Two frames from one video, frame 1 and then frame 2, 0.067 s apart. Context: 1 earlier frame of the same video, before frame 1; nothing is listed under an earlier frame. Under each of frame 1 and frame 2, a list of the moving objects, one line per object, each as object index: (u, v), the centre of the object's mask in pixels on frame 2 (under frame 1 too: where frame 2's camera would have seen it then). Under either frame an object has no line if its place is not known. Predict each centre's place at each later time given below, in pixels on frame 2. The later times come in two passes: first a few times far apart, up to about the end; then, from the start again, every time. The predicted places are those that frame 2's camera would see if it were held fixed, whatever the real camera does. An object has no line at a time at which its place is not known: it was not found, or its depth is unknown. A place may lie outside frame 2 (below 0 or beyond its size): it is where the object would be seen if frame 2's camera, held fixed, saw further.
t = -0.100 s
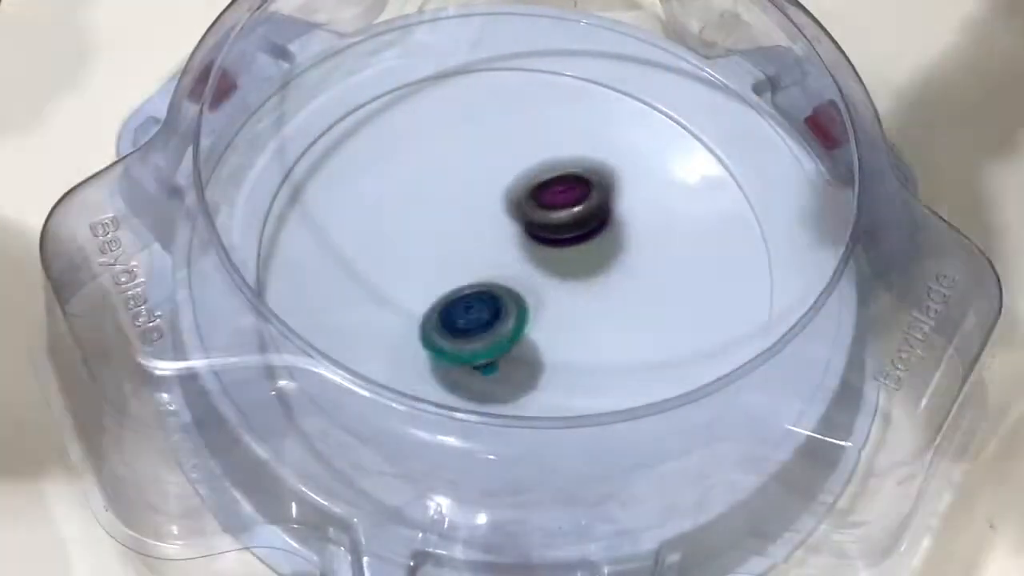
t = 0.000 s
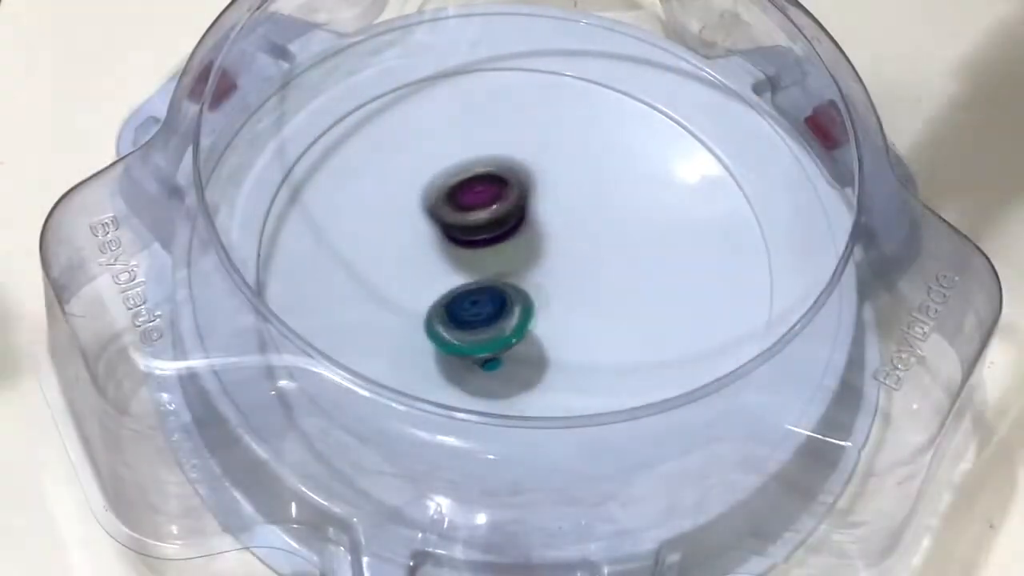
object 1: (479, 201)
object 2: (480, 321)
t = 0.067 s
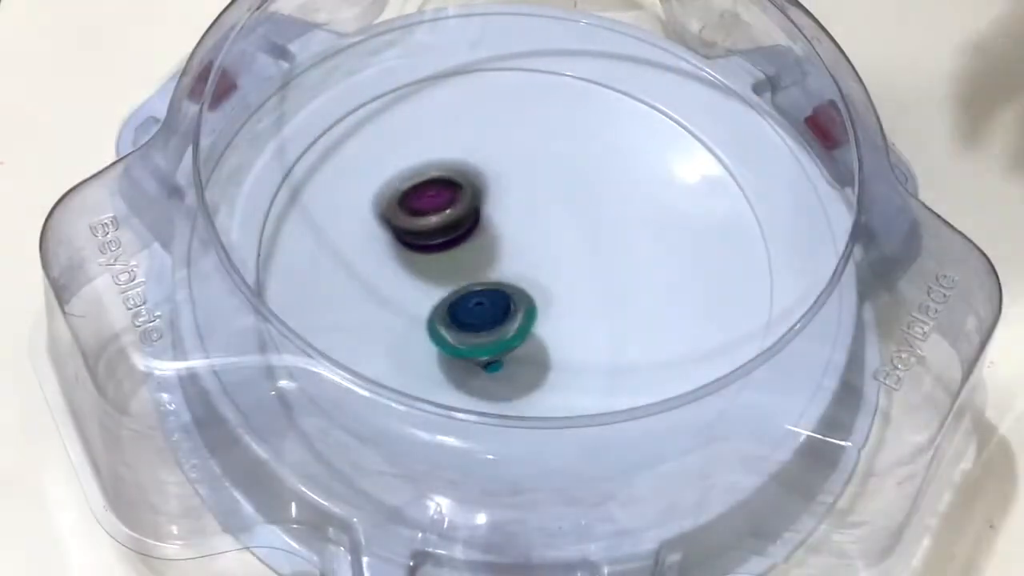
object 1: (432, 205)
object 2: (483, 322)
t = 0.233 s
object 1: (387, 229)
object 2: (490, 319)
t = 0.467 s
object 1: (453, 232)
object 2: (515, 330)
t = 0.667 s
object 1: (573, 189)
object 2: (517, 330)
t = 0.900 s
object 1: (662, 185)
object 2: (523, 331)
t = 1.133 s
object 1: (595, 241)
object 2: (529, 332)
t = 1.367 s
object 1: (562, 101)
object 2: (461, 344)
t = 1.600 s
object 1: (542, 69)
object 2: (469, 348)
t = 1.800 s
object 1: (517, 170)
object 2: (475, 354)
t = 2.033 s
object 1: (444, 290)
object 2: (489, 369)
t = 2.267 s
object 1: (361, 259)
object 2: (502, 360)
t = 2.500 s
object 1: (398, 208)
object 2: (501, 365)
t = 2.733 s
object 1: (506, 208)
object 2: (493, 363)
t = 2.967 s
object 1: (557, 299)
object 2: (478, 362)
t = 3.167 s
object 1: (566, 316)
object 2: (479, 369)
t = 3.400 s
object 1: (560, 263)
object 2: (481, 356)
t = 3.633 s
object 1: (550, 239)
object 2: (492, 348)
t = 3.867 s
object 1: (554, 256)
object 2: (498, 348)
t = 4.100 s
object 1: (564, 221)
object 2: (503, 358)
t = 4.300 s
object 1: (547, 214)
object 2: (506, 360)
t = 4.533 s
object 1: (540, 230)
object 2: (510, 355)
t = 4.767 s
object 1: (521, 225)
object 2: (514, 355)
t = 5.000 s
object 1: (495, 215)
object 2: (518, 356)
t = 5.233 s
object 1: (483, 216)
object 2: (524, 361)
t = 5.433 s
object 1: (474, 225)
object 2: (517, 366)
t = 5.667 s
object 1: (471, 243)
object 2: (509, 365)
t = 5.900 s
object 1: (480, 261)
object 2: (492, 367)
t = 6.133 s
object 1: (496, 262)
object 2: (482, 361)
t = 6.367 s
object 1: (521, 247)
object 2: (476, 341)
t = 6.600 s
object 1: (555, 230)
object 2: (484, 345)
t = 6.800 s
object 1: (550, 221)
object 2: (498, 337)
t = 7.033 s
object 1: (530, 241)
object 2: (512, 336)
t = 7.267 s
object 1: (519, 226)
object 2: (524, 343)
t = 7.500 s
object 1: (519, 239)
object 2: (537, 352)
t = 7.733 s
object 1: (524, 248)
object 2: (540, 365)
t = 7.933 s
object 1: (525, 248)
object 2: (530, 361)
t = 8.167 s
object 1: (521, 237)
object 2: (527, 326)
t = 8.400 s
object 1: (500, 181)
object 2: (525, 326)
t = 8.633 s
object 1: (507, 204)
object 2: (495, 305)
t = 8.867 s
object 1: (528, 183)
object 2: (504, 333)
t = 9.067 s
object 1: (530, 221)
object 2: (545, 324)
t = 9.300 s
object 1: (480, 219)
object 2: (585, 354)
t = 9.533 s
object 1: (488, 240)
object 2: (563, 332)
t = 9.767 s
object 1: (459, 234)
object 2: (598, 278)
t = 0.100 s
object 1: (413, 208)
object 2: (483, 320)
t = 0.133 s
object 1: (400, 211)
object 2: (487, 320)
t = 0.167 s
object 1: (390, 217)
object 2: (488, 323)
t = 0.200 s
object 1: (386, 222)
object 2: (486, 320)
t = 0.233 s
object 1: (387, 229)
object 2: (490, 319)
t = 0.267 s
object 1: (394, 235)
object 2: (493, 322)
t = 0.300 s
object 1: (404, 242)
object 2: (491, 322)
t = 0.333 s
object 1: (417, 246)
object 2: (494, 320)
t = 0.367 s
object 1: (422, 243)
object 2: (511, 326)
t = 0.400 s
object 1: (429, 240)
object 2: (513, 331)
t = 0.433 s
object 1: (440, 237)
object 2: (514, 331)
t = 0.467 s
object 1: (453, 232)
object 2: (515, 330)
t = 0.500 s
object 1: (469, 225)
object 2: (516, 330)
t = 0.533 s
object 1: (488, 218)
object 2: (515, 330)
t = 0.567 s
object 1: (508, 212)
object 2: (516, 330)
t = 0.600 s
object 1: (528, 204)
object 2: (517, 331)
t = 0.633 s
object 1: (550, 197)
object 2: (516, 330)
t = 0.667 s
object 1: (573, 189)
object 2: (517, 330)
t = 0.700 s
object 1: (594, 182)
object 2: (519, 330)
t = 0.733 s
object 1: (613, 176)
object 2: (518, 330)
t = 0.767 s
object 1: (630, 173)
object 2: (519, 330)
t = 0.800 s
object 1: (643, 173)
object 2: (521, 331)
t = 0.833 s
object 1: (652, 176)
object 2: (521, 331)
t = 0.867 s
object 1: (658, 180)
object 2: (521, 330)
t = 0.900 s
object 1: (662, 185)
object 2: (523, 331)
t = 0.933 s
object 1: (663, 191)
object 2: (523, 331)
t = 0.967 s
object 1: (658, 198)
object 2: (523, 331)
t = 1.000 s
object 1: (651, 206)
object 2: (526, 331)
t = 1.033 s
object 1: (642, 215)
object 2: (526, 331)
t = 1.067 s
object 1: (629, 223)
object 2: (526, 331)
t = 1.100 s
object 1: (613, 232)
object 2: (528, 332)
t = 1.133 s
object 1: (595, 241)
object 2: (529, 332)
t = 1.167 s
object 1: (576, 246)
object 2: (527, 338)
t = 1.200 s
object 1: (576, 217)
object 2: (506, 347)
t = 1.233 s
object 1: (573, 190)
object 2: (480, 353)
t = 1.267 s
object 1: (571, 164)
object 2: (466, 348)
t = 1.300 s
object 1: (568, 141)
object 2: (460, 343)
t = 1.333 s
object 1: (564, 120)
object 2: (460, 344)
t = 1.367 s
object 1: (562, 101)
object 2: (461, 344)
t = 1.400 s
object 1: (559, 85)
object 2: (461, 344)
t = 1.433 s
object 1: (556, 74)
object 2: (463, 345)
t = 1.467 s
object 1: (553, 65)
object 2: (464, 345)
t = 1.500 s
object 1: (550, 59)
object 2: (465, 346)
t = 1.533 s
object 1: (547, 58)
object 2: (467, 346)
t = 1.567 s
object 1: (545, 61)
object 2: (468, 347)
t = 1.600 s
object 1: (542, 69)
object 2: (469, 348)
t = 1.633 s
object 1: (539, 78)
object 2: (469, 348)
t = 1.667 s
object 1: (536, 92)
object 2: (471, 350)
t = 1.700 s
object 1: (533, 108)
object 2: (472, 350)
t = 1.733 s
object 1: (528, 128)
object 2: (473, 352)
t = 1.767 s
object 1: (523, 148)
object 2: (474, 352)
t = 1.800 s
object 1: (517, 170)
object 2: (475, 354)
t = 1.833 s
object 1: (510, 193)
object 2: (476, 355)
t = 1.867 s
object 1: (501, 216)
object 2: (476, 357)
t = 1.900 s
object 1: (493, 240)
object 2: (477, 358)
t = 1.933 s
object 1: (484, 260)
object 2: (476, 360)
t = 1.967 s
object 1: (476, 274)
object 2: (477, 361)
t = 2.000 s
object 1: (462, 282)
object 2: (480, 363)
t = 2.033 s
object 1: (444, 290)
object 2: (489, 369)
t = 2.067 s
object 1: (426, 292)
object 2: (499, 367)
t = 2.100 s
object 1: (411, 290)
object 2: (503, 363)
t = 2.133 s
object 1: (399, 287)
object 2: (504, 359)
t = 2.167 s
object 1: (384, 282)
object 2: (507, 360)
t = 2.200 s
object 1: (373, 276)
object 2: (507, 361)
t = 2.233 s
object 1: (365, 268)
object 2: (505, 362)
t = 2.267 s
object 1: (361, 259)
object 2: (502, 360)
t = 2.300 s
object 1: (360, 250)
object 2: (505, 361)
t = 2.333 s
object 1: (361, 243)
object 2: (506, 362)
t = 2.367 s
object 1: (365, 234)
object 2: (504, 364)
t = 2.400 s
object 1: (369, 226)
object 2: (501, 362)
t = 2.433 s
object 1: (377, 218)
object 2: (502, 362)
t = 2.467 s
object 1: (388, 212)
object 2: (503, 364)
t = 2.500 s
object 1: (398, 208)
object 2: (501, 365)
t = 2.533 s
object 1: (412, 204)
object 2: (497, 364)
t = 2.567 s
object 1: (427, 201)
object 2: (498, 363)
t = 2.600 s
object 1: (444, 200)
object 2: (499, 364)
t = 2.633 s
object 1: (461, 200)
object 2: (498, 366)
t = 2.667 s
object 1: (477, 201)
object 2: (493, 365)
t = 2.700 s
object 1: (491, 203)
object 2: (493, 362)
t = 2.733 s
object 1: (506, 208)
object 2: (493, 363)
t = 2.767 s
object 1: (520, 216)
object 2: (493, 365)
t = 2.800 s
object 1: (530, 225)
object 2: (488, 365)
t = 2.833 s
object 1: (538, 238)
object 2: (487, 361)
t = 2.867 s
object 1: (547, 253)
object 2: (487, 362)
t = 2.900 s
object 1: (552, 269)
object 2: (486, 363)
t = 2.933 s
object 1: (554, 286)
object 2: (483, 363)
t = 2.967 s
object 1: (557, 299)
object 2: (478, 362)
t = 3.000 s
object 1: (564, 304)
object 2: (474, 368)
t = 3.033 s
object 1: (567, 307)
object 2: (476, 370)
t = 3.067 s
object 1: (570, 309)
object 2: (482, 372)
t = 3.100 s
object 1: (571, 313)
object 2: (482, 370)
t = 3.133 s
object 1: (568, 315)
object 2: (481, 370)
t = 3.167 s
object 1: (566, 316)
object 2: (479, 369)
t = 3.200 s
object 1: (561, 315)
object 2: (479, 368)
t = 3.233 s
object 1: (563, 308)
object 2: (472, 367)
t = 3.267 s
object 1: (566, 298)
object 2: (472, 364)
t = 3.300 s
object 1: (565, 289)
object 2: (475, 360)
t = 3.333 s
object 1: (565, 279)
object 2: (476, 359)
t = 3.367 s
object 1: (563, 270)
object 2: (479, 356)
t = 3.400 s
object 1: (560, 263)
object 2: (481, 356)
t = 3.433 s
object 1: (559, 255)
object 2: (482, 354)
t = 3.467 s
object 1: (555, 250)
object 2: (483, 352)
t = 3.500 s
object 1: (554, 245)
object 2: (485, 351)
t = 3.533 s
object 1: (552, 242)
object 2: (487, 351)
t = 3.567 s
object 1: (551, 239)
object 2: (488, 350)
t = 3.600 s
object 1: (551, 238)
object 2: (489, 349)
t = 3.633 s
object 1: (550, 239)
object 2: (492, 348)
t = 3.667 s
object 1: (552, 240)
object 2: (492, 348)
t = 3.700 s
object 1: (551, 242)
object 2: (493, 348)
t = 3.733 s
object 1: (552, 244)
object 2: (495, 348)
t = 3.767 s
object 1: (553, 247)
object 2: (495, 348)
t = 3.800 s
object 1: (553, 249)
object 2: (496, 347)
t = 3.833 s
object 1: (554, 253)
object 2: (498, 348)
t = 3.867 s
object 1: (554, 256)
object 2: (498, 348)
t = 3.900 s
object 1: (556, 257)
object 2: (499, 348)
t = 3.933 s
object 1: (555, 260)
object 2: (500, 348)
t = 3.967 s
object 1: (557, 262)
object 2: (501, 348)
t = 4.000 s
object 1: (559, 254)
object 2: (498, 354)
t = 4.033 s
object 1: (562, 241)
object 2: (500, 360)
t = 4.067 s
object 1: (563, 230)
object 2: (500, 358)
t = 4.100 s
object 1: (564, 221)
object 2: (503, 358)
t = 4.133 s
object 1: (561, 215)
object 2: (505, 359)
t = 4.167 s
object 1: (559, 211)
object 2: (504, 360)
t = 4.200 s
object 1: (555, 208)
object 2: (504, 358)
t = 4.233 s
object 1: (552, 210)
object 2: (508, 358)
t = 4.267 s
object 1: (550, 210)
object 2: (509, 361)
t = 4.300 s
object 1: (547, 214)
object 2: (506, 360)
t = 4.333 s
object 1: (546, 216)
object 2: (511, 358)
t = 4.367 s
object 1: (544, 221)
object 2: (514, 361)
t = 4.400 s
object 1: (545, 223)
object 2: (508, 360)
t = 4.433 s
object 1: (543, 226)
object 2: (511, 356)
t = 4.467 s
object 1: (544, 228)
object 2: (513, 358)
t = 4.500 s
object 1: (540, 228)
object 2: (508, 358)
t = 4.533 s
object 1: (540, 230)
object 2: (510, 355)
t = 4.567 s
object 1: (537, 229)
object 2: (516, 357)
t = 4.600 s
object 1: (536, 230)
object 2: (514, 359)
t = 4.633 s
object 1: (532, 228)
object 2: (509, 357)
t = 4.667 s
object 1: (529, 228)
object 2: (516, 355)
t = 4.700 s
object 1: (527, 227)
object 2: (517, 356)
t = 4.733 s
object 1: (523, 226)
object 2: (513, 356)
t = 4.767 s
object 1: (521, 225)
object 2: (514, 355)
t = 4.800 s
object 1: (517, 222)
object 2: (519, 355)
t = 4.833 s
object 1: (513, 220)
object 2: (520, 356)
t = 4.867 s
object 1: (509, 219)
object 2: (516, 356)
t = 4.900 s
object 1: (505, 218)
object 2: (517, 354)
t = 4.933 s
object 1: (502, 217)
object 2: (522, 355)
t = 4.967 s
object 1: (497, 215)
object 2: (522, 356)
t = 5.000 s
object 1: (495, 215)
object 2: (518, 356)
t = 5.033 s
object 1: (493, 214)
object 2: (520, 354)
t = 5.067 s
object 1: (490, 213)
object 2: (525, 355)
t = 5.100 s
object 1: (490, 213)
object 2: (524, 357)
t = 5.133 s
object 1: (488, 213)
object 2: (519, 357)
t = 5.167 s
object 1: (487, 214)
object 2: (521, 356)
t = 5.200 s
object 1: (485, 215)
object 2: (525, 357)
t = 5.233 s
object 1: (483, 216)
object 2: (524, 361)
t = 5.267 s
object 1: (482, 216)
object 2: (520, 361)
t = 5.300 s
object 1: (480, 218)
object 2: (519, 360)
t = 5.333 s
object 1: (478, 219)
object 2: (521, 361)
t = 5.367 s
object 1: (477, 220)
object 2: (522, 363)
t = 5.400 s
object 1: (475, 222)
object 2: (521, 365)
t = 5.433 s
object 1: (474, 225)
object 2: (517, 366)
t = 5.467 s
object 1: (473, 226)
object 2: (515, 365)
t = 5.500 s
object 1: (472, 229)
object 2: (515, 365)
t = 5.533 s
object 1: (471, 232)
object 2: (517, 366)
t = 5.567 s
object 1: (471, 234)
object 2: (514, 368)
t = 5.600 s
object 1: (470, 238)
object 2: (509, 367)
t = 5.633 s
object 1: (471, 240)
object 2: (508, 365)
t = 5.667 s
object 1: (471, 243)
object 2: (509, 365)
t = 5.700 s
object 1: (471, 246)
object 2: (510, 368)
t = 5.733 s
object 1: (473, 248)
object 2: (504, 369)
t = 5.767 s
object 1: (474, 251)
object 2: (499, 367)
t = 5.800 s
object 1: (475, 254)
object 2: (499, 364)
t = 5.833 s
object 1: (477, 255)
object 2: (501, 364)
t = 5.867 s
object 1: (478, 258)
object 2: (499, 367)
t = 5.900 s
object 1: (480, 261)
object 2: (492, 367)
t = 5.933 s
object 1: (482, 261)
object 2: (489, 363)
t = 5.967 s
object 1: (483, 262)
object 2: (491, 361)
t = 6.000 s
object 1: (485, 265)
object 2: (493, 363)
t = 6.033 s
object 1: (488, 266)
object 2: (489, 365)
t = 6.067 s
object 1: (490, 266)
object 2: (482, 361)
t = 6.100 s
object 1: (493, 265)
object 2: (482, 359)
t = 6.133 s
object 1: (496, 262)
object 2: (482, 361)
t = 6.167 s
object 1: (499, 258)
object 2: (476, 359)
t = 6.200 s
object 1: (502, 255)
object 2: (475, 354)
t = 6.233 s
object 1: (507, 251)
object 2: (478, 351)
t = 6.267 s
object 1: (511, 249)
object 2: (479, 351)
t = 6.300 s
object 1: (514, 249)
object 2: (477, 352)
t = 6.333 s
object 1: (518, 248)
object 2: (474, 349)
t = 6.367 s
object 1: (521, 247)
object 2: (476, 341)
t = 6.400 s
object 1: (524, 247)
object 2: (479, 339)
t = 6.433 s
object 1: (527, 248)
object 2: (481, 337)
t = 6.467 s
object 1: (531, 249)
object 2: (481, 337)
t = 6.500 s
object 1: (533, 249)
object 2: (480, 336)
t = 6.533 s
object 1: (540, 246)
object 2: (477, 339)
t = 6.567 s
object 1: (549, 237)
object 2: (479, 342)
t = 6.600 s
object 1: (555, 230)
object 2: (484, 345)
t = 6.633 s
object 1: (557, 225)
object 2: (486, 342)
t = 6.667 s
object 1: (558, 222)
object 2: (489, 341)
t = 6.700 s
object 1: (558, 220)
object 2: (491, 339)
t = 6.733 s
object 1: (556, 218)
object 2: (493, 338)
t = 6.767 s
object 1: (553, 219)
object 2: (496, 338)
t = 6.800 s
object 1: (550, 221)
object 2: (498, 337)
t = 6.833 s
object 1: (548, 223)
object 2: (500, 336)
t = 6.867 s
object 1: (545, 225)
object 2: (501, 336)
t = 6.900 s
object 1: (540, 228)
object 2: (504, 336)
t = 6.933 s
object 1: (537, 232)
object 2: (507, 336)
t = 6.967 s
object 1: (536, 235)
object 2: (509, 336)
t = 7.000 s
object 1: (533, 238)
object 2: (510, 335)
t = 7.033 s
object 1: (530, 241)
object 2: (512, 336)
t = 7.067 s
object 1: (527, 242)
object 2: (515, 338)
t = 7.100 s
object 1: (527, 235)
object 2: (514, 340)
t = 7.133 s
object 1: (525, 230)
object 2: (514, 341)
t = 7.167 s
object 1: (522, 227)
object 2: (519, 339)
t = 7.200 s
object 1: (520, 225)
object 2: (523, 341)
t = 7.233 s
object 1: (519, 225)
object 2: (524, 343)
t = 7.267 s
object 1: (519, 226)
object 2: (524, 343)
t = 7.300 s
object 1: (518, 227)
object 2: (526, 343)
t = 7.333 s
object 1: (517, 228)
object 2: (529, 344)
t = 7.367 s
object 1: (517, 231)
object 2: (530, 346)
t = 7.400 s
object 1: (517, 233)
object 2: (531, 346)
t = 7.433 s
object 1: (518, 236)
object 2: (533, 347)
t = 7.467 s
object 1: (519, 237)
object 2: (536, 350)
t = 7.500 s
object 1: (519, 239)
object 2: (537, 352)
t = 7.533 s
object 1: (519, 241)
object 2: (538, 354)
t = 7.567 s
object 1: (520, 243)
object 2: (539, 356)
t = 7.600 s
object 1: (522, 244)
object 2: (540, 358)
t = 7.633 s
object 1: (522, 245)
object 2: (541, 360)
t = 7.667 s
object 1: (523, 246)
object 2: (540, 362)
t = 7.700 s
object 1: (523, 247)
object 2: (540, 364)
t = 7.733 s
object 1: (524, 248)
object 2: (540, 365)
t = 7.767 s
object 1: (524, 249)
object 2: (539, 367)
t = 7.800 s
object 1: (525, 249)
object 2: (537, 369)
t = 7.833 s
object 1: (525, 248)
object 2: (535, 369)
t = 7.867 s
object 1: (524, 249)
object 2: (534, 369)
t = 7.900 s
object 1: (524, 249)
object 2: (534, 369)
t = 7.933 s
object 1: (525, 248)
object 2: (530, 361)
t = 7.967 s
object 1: (525, 247)
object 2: (526, 360)
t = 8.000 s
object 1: (525, 244)
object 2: (522, 343)
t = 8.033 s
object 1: (524, 243)
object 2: (517, 341)
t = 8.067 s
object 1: (524, 243)
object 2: (518, 341)
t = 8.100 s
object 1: (522, 243)
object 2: (521, 341)
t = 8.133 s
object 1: (522, 242)
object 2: (522, 341)
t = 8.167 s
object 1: (521, 237)
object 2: (527, 326)
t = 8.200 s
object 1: (516, 227)
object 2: (535, 337)
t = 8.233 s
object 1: (511, 213)
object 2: (537, 336)
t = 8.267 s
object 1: (505, 202)
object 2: (537, 332)
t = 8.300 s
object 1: (502, 194)
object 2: (535, 332)
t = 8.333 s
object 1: (500, 188)
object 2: (532, 337)
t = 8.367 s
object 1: (499, 184)
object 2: (528, 329)
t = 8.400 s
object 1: (500, 181)
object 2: (525, 326)
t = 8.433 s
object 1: (500, 179)
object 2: (517, 323)
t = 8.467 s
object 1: (501, 180)
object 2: (511, 320)
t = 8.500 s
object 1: (501, 182)
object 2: (508, 316)
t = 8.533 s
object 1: (502, 187)
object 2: (505, 314)
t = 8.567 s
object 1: (503, 192)
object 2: (502, 310)
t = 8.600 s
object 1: (505, 198)
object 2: (498, 308)
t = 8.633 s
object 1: (507, 204)
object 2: (495, 305)
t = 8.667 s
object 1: (512, 202)
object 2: (493, 313)
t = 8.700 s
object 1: (519, 191)
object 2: (491, 319)
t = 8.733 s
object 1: (524, 183)
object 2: (492, 335)
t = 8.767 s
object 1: (526, 179)
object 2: (499, 340)
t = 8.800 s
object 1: (528, 178)
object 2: (506, 341)
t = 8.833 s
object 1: (529, 179)
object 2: (505, 339)
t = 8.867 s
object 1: (528, 183)
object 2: (504, 333)
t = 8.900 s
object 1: (529, 188)
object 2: (508, 330)
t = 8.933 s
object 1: (529, 193)
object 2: (514, 326)
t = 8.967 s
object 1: (530, 200)
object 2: (523, 325)
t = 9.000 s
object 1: (531, 207)
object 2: (531, 323)
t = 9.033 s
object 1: (531, 214)
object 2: (539, 323)
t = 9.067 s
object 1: (530, 221)
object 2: (545, 324)
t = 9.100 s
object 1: (526, 228)
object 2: (548, 324)
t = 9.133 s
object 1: (518, 230)
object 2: (555, 332)
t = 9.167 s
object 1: (505, 223)
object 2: (569, 336)
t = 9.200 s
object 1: (495, 220)
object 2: (581, 343)
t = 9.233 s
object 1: (486, 217)
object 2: (584, 347)
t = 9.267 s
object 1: (482, 217)
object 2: (584, 353)
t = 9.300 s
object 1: (480, 219)
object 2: (585, 354)
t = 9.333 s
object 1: (479, 221)
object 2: (587, 352)
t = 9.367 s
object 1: (479, 224)
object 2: (589, 352)
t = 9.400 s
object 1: (480, 227)
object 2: (582, 351)
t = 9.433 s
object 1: (481, 230)
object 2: (576, 350)
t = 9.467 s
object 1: (483, 233)
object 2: (568, 340)
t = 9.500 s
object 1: (485, 236)
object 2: (561, 341)
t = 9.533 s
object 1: (488, 240)
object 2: (563, 332)
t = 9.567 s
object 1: (491, 244)
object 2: (565, 323)
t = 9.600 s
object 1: (489, 245)
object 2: (569, 313)
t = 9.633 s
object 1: (477, 242)
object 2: (587, 315)
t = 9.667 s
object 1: (469, 239)
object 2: (598, 304)
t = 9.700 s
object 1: (463, 237)
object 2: (605, 301)
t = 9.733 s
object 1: (460, 235)
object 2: (603, 283)
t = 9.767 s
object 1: (459, 234)
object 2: (598, 278)
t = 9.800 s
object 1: (460, 234)
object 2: (596, 276)
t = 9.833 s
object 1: (463, 234)
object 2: (603, 278)
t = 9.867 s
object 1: (468, 234)
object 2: (603, 280)
